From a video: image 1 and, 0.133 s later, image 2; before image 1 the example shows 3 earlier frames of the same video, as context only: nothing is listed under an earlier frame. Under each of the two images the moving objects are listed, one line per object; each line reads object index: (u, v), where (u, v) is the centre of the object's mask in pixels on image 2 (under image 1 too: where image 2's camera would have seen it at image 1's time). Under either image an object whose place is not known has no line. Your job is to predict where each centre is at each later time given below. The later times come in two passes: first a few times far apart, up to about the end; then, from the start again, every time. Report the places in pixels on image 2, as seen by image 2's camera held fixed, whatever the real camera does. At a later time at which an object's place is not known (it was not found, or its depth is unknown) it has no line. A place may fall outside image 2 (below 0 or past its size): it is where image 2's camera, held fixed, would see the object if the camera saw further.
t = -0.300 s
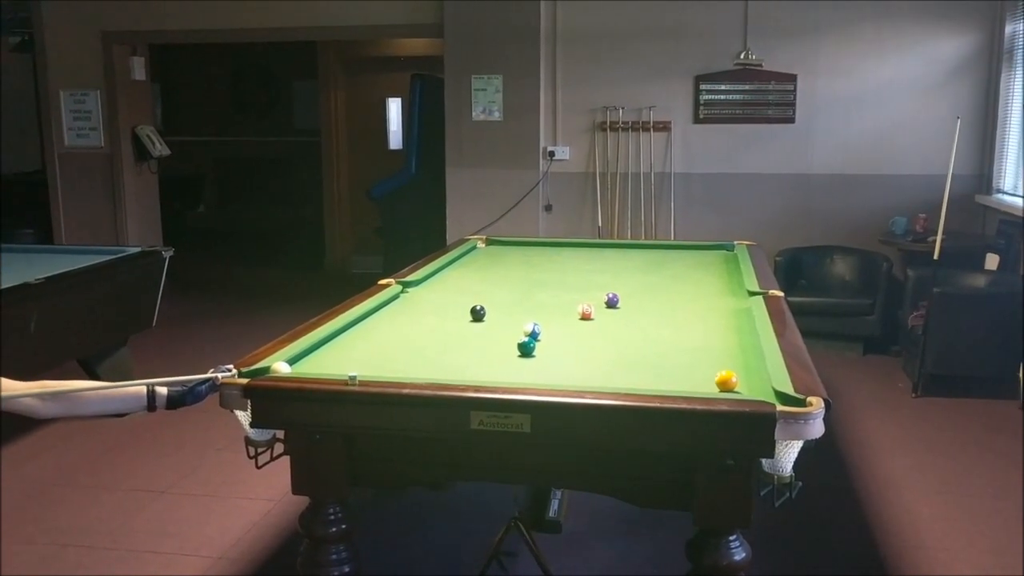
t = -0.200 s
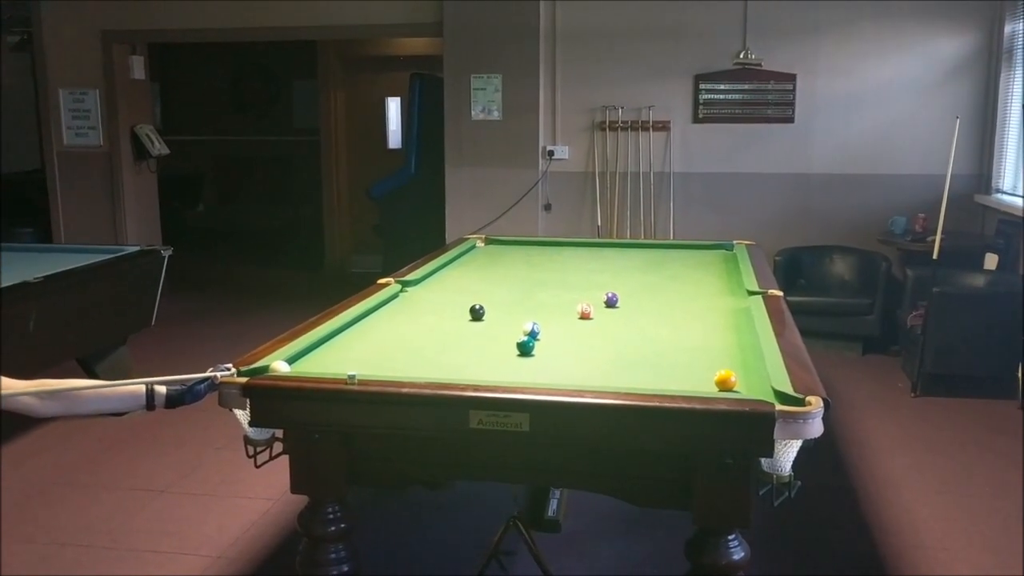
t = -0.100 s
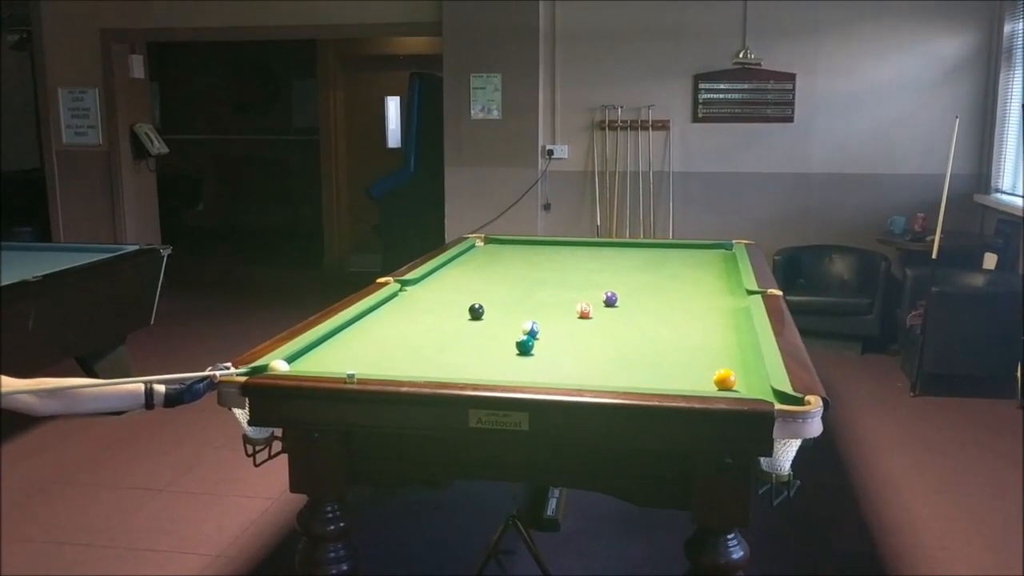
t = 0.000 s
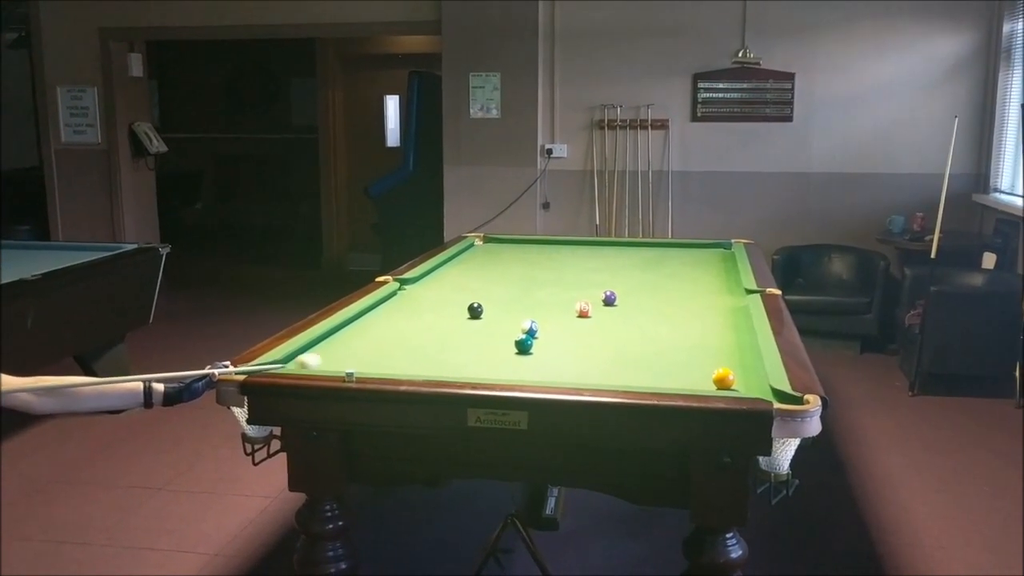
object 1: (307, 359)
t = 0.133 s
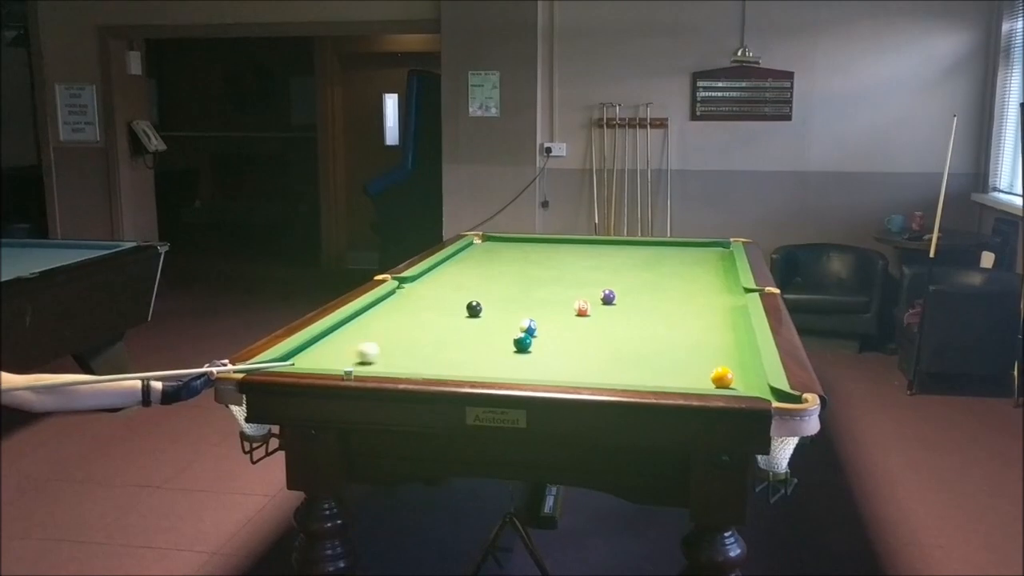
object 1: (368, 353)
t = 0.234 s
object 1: (408, 346)
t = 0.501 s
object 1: (507, 331)
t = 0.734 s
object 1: (527, 327)
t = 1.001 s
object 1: (547, 325)
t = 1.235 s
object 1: (563, 323)
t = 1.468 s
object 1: (577, 320)
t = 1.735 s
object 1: (592, 318)
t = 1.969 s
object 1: (603, 316)
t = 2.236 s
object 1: (614, 314)
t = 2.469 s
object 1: (623, 313)
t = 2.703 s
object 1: (630, 311)
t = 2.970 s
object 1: (636, 310)
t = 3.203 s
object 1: (641, 309)
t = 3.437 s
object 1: (644, 309)
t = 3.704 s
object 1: (647, 308)
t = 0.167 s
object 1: (382, 351)
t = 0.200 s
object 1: (396, 348)
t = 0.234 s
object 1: (408, 346)
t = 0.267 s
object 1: (422, 344)
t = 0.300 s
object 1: (435, 342)
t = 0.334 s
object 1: (447, 340)
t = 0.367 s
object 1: (460, 338)
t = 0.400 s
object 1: (472, 336)
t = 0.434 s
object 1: (483, 335)
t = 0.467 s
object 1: (494, 333)
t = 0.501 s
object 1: (507, 331)
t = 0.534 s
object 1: (513, 329)
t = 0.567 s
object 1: (513, 329)
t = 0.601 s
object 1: (514, 328)
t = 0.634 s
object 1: (517, 328)
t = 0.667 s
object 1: (520, 327)
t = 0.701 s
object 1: (523, 326)
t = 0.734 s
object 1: (527, 327)
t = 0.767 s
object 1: (529, 327)
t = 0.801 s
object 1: (532, 327)
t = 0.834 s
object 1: (535, 327)
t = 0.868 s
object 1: (537, 327)
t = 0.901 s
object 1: (539, 326)
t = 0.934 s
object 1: (542, 326)
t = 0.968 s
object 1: (544, 325)
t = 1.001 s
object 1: (547, 325)
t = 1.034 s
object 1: (549, 325)
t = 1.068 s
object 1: (551, 325)
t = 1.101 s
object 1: (554, 324)
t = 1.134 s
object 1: (556, 324)
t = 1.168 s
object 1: (558, 323)
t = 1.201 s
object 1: (560, 323)
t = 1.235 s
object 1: (563, 323)
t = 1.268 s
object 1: (565, 322)
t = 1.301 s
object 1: (567, 322)
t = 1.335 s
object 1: (569, 322)
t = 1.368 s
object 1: (571, 322)
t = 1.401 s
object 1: (573, 321)
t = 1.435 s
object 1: (575, 321)
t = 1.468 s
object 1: (577, 320)
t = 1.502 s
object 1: (579, 320)
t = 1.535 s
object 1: (581, 320)
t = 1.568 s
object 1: (583, 320)
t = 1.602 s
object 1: (585, 319)
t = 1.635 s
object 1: (586, 319)
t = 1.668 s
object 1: (588, 319)
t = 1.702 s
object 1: (590, 319)
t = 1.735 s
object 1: (592, 318)
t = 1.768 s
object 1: (593, 318)
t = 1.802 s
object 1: (595, 318)
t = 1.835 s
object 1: (596, 318)
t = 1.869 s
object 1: (598, 317)
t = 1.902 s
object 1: (599, 317)
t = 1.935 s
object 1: (601, 317)
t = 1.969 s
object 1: (603, 316)
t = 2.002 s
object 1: (605, 316)
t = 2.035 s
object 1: (606, 315)
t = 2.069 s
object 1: (608, 316)
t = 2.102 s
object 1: (609, 315)
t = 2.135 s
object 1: (611, 315)
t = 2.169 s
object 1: (612, 315)
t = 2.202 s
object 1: (613, 315)
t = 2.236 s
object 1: (614, 314)
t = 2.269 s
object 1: (616, 314)
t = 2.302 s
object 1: (617, 314)
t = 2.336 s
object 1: (618, 314)
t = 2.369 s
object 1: (619, 314)
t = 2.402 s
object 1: (620, 313)
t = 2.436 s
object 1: (622, 313)
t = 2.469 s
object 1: (623, 313)
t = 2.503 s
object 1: (624, 313)
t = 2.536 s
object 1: (625, 313)
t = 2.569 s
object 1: (625, 312)
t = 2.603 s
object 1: (627, 312)
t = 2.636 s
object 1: (628, 312)
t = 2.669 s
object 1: (629, 312)
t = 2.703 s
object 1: (630, 311)
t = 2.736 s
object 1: (630, 311)
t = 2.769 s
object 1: (632, 311)
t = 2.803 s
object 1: (633, 311)
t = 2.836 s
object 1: (633, 311)
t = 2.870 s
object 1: (634, 311)
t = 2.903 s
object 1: (635, 310)
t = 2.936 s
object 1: (636, 310)
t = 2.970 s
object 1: (636, 310)
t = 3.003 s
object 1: (637, 310)
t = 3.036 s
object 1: (638, 310)
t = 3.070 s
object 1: (638, 310)
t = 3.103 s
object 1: (639, 309)
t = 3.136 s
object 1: (639, 309)
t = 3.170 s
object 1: (640, 309)
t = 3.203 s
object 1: (641, 309)
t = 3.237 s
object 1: (641, 309)
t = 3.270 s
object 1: (642, 309)
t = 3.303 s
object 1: (642, 309)
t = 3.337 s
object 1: (643, 309)
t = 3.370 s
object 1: (644, 309)
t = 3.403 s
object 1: (644, 309)
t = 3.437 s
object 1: (644, 309)
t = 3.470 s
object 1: (644, 308)
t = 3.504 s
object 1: (645, 308)
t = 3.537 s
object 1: (646, 308)
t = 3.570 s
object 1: (646, 308)
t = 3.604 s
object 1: (646, 308)
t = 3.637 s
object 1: (646, 308)
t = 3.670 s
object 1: (647, 308)
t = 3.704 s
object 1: (647, 308)
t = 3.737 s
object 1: (647, 308)
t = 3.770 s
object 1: (648, 308)
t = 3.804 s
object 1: (648, 308)
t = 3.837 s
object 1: (648, 308)
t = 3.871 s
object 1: (649, 308)
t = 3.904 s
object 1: (648, 308)
